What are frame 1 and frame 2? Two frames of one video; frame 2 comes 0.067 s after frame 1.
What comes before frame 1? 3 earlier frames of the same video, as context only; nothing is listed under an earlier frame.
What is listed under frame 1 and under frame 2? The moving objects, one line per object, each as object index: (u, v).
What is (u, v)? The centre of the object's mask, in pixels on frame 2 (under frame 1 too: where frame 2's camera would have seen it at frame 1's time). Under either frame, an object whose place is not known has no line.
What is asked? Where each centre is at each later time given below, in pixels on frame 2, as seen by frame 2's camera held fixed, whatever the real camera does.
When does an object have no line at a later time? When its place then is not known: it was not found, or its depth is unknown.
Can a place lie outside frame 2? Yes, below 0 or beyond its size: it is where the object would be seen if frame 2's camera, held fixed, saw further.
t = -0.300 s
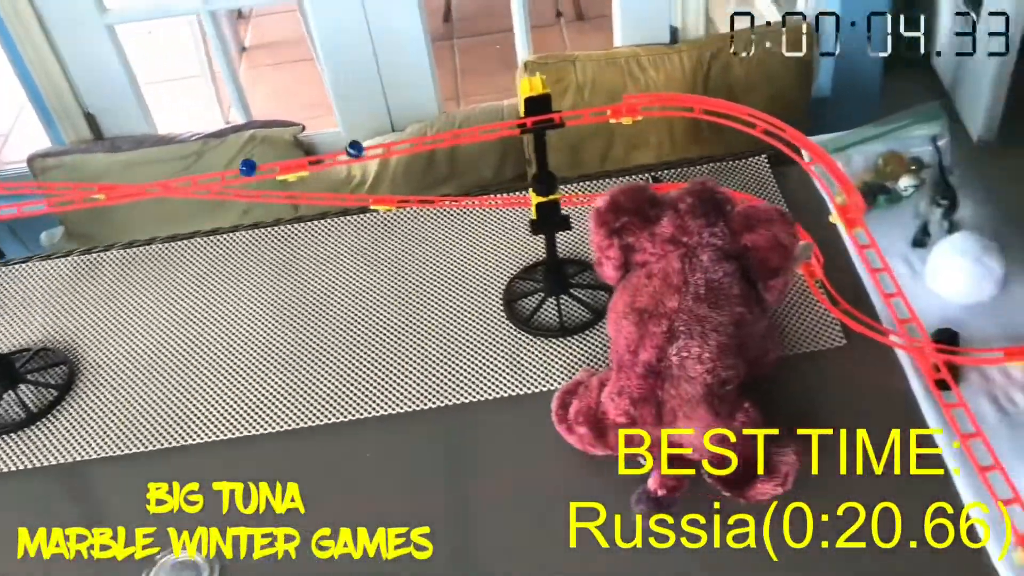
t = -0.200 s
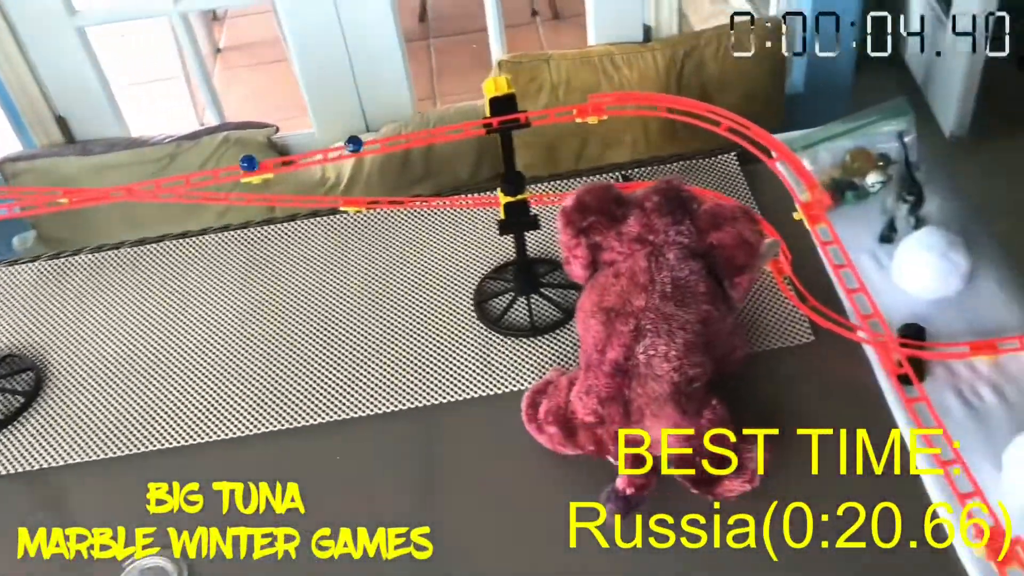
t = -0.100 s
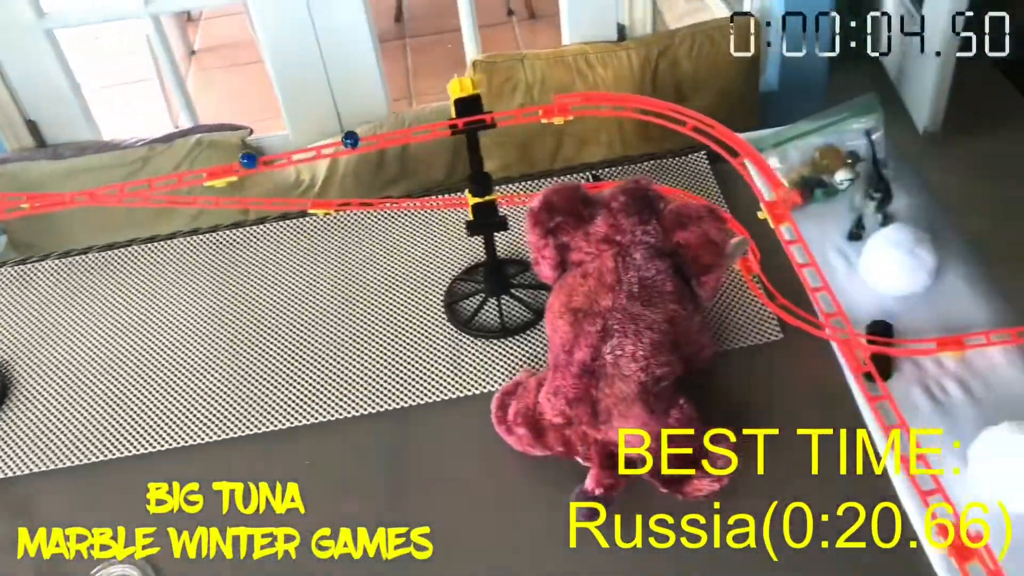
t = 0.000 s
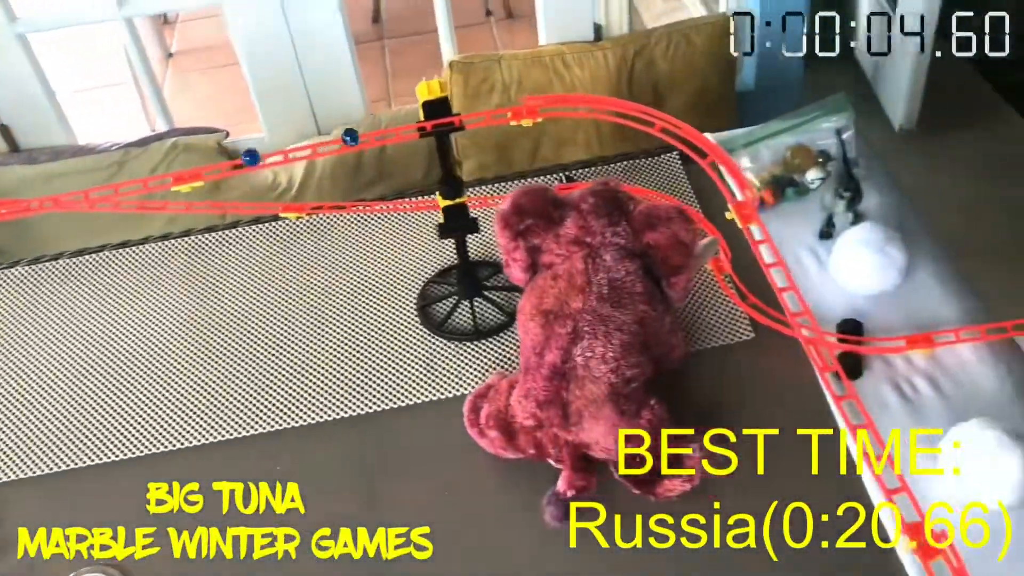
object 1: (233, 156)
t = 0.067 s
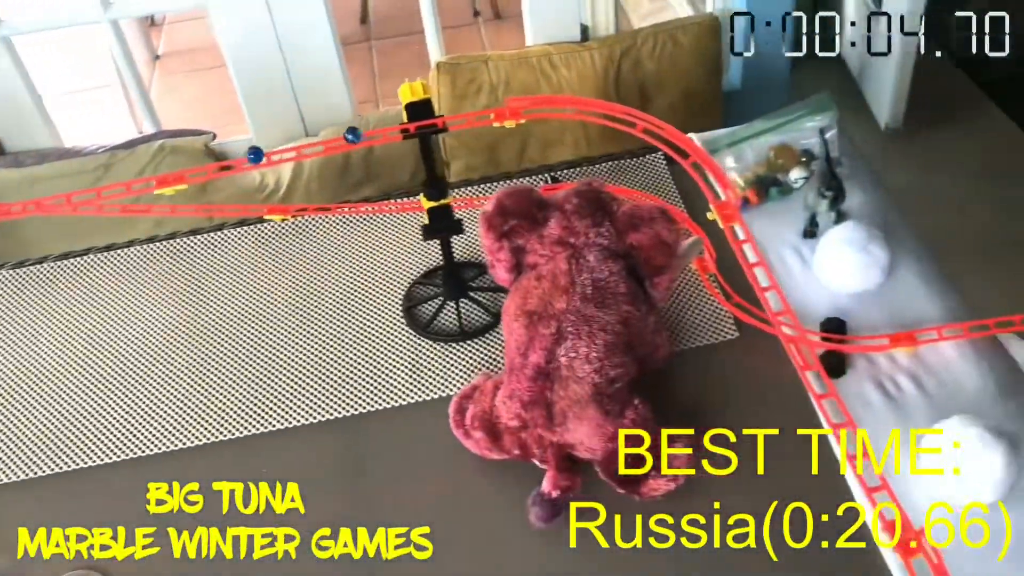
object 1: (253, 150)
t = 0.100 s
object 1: (263, 149)
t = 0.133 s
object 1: (274, 146)
